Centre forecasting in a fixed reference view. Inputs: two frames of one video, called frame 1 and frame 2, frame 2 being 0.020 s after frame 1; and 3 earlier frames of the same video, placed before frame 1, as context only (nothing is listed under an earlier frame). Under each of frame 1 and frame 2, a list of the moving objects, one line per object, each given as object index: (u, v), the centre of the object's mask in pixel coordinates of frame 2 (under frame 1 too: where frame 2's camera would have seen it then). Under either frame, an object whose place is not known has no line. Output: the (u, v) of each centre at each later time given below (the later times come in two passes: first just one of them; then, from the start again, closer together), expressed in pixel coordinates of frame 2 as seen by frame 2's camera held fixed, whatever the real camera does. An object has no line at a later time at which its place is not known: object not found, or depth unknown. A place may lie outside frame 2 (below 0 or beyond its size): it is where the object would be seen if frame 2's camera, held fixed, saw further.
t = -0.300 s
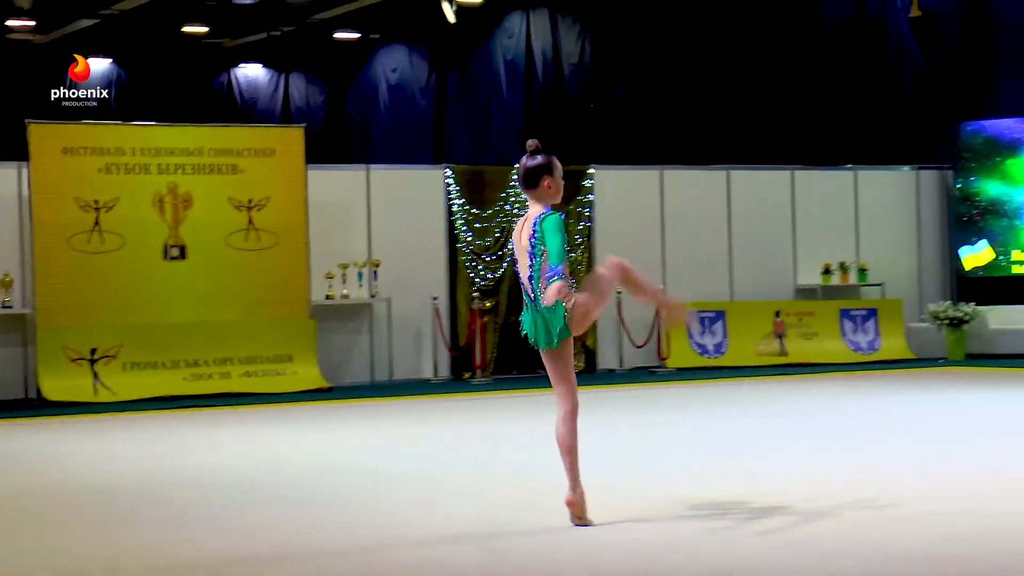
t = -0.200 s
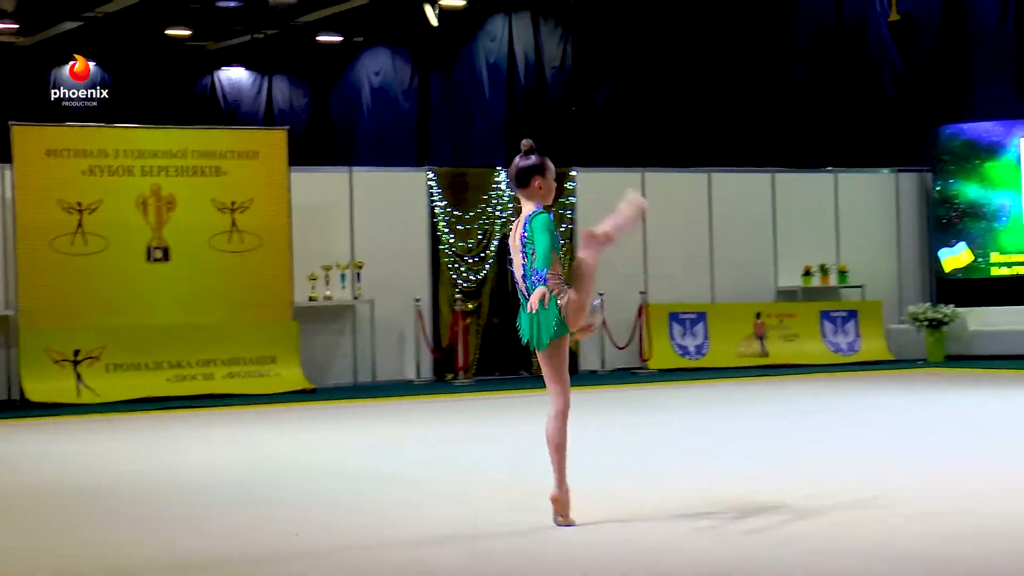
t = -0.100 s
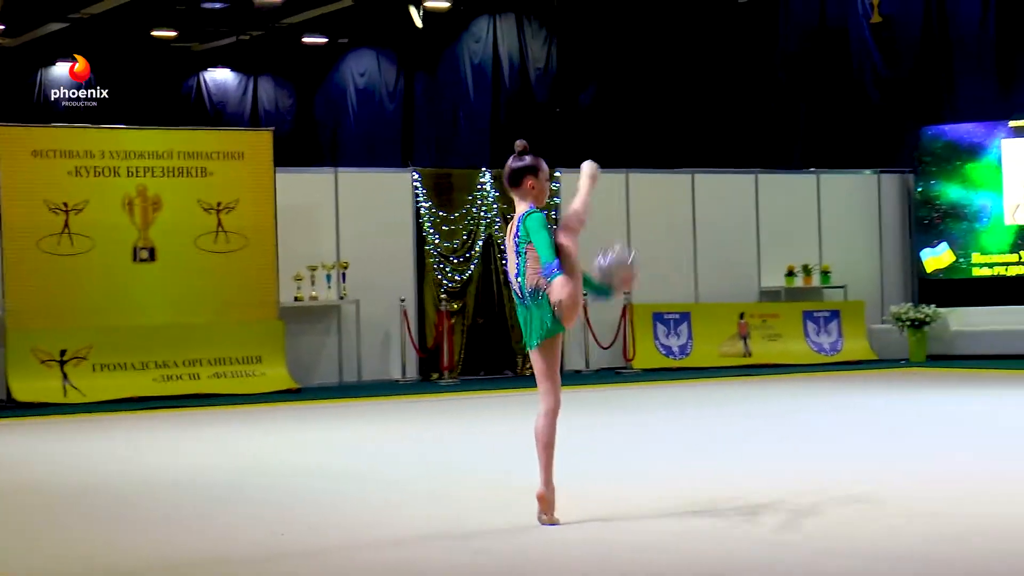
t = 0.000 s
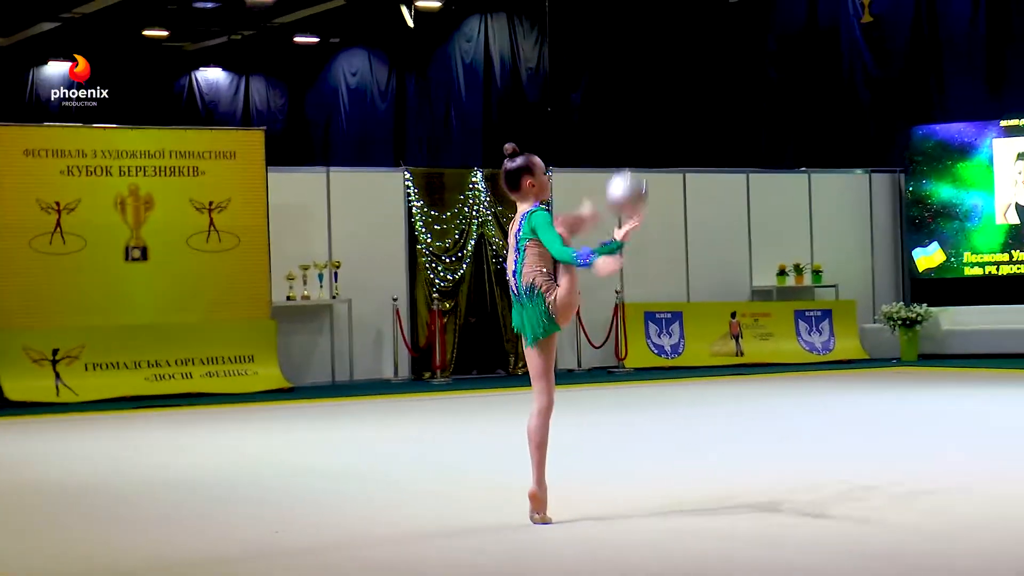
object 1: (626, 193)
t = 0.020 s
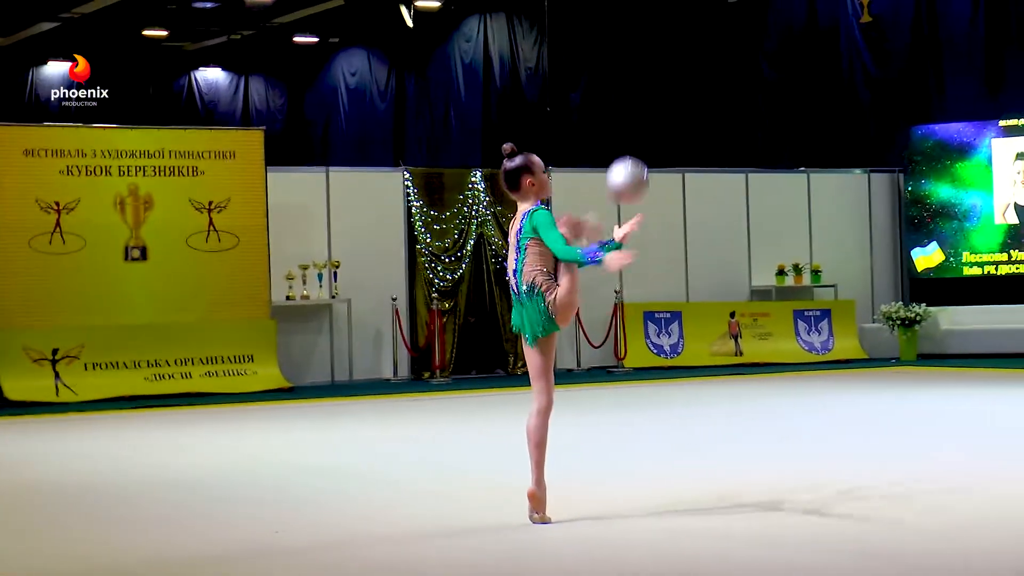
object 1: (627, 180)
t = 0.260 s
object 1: (650, 97)
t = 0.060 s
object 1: (631, 157)
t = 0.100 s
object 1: (634, 141)
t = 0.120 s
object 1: (636, 132)
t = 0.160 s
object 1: (639, 117)
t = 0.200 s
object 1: (643, 106)
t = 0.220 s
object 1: (646, 102)
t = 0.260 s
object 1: (650, 97)
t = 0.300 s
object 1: (654, 96)
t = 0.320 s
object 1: (656, 96)
